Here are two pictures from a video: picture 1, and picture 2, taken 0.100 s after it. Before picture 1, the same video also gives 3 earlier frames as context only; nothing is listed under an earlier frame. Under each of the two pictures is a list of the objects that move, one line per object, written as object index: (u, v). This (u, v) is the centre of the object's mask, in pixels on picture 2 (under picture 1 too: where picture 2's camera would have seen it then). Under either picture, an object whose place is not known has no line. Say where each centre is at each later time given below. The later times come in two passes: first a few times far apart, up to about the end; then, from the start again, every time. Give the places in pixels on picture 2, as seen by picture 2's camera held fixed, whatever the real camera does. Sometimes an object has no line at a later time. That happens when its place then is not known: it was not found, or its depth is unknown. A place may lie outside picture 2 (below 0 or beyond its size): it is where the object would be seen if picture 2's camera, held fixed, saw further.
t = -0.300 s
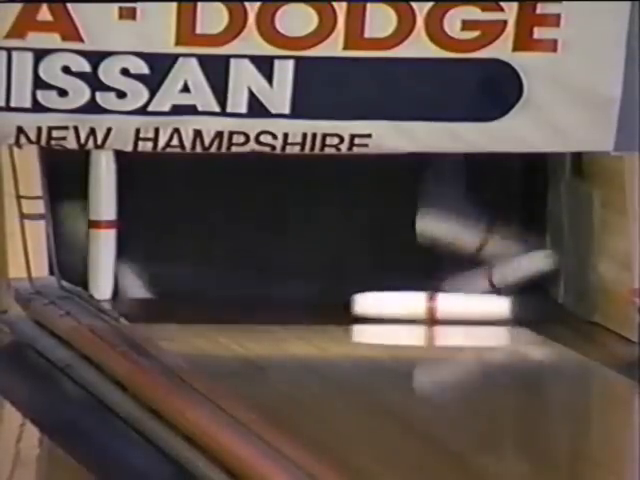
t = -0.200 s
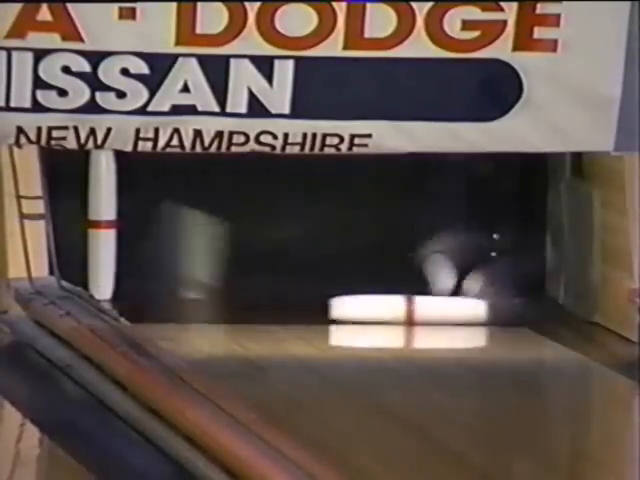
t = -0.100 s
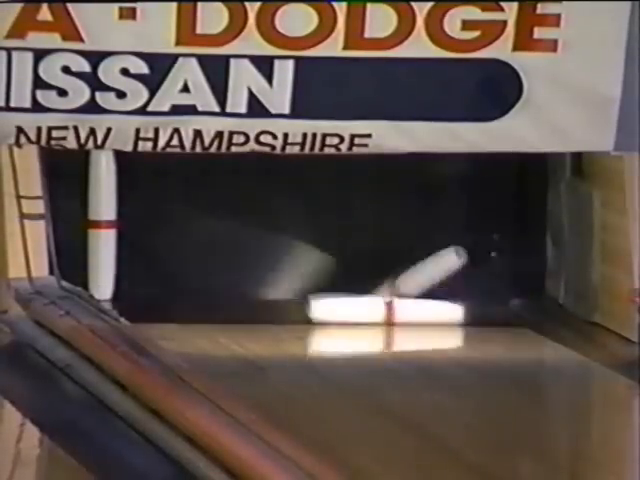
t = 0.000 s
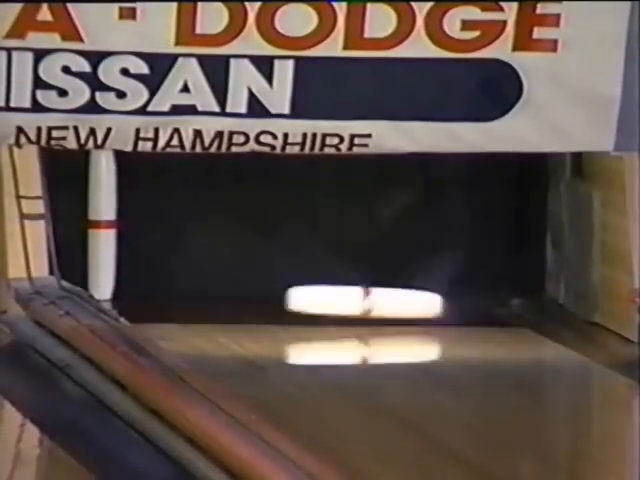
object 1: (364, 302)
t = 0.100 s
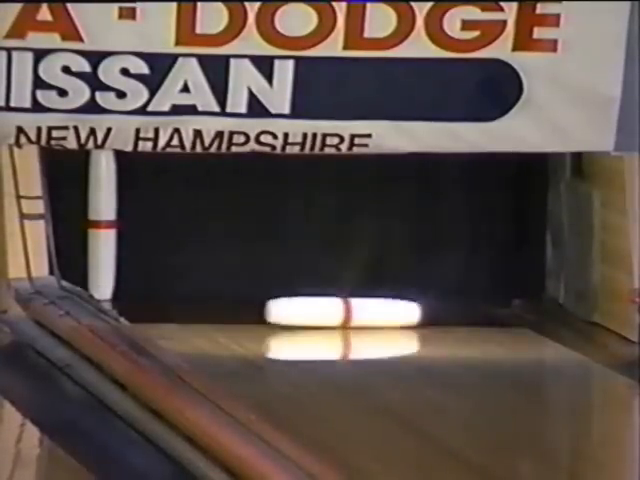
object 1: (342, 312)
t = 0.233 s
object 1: (322, 315)
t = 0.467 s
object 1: (311, 320)
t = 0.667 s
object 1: (326, 323)
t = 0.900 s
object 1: (353, 326)
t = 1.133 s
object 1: (381, 330)
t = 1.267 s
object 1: (398, 331)
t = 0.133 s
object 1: (337, 313)
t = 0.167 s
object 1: (332, 314)
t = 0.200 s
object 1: (327, 315)
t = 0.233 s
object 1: (322, 315)
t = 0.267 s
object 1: (319, 316)
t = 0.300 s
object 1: (318, 317)
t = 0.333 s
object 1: (314, 318)
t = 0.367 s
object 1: (313, 318)
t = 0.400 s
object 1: (312, 319)
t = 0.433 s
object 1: (311, 319)
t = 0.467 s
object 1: (311, 320)
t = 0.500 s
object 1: (312, 320)
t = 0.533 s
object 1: (313, 321)
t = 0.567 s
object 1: (315, 321)
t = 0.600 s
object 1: (318, 322)
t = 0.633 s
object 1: (322, 322)
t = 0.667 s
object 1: (326, 323)
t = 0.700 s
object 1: (329, 323)
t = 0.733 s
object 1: (333, 324)
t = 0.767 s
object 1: (337, 325)
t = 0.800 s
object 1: (341, 325)
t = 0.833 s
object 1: (345, 325)
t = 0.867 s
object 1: (349, 326)
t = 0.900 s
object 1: (353, 326)
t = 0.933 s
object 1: (357, 327)
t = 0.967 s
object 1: (361, 327)
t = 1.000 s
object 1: (365, 328)
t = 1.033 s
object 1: (369, 328)
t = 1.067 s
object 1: (373, 329)
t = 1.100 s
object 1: (377, 329)
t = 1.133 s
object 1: (381, 330)
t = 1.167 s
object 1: (386, 330)
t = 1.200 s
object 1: (390, 331)
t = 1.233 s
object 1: (394, 331)
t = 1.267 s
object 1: (398, 331)
